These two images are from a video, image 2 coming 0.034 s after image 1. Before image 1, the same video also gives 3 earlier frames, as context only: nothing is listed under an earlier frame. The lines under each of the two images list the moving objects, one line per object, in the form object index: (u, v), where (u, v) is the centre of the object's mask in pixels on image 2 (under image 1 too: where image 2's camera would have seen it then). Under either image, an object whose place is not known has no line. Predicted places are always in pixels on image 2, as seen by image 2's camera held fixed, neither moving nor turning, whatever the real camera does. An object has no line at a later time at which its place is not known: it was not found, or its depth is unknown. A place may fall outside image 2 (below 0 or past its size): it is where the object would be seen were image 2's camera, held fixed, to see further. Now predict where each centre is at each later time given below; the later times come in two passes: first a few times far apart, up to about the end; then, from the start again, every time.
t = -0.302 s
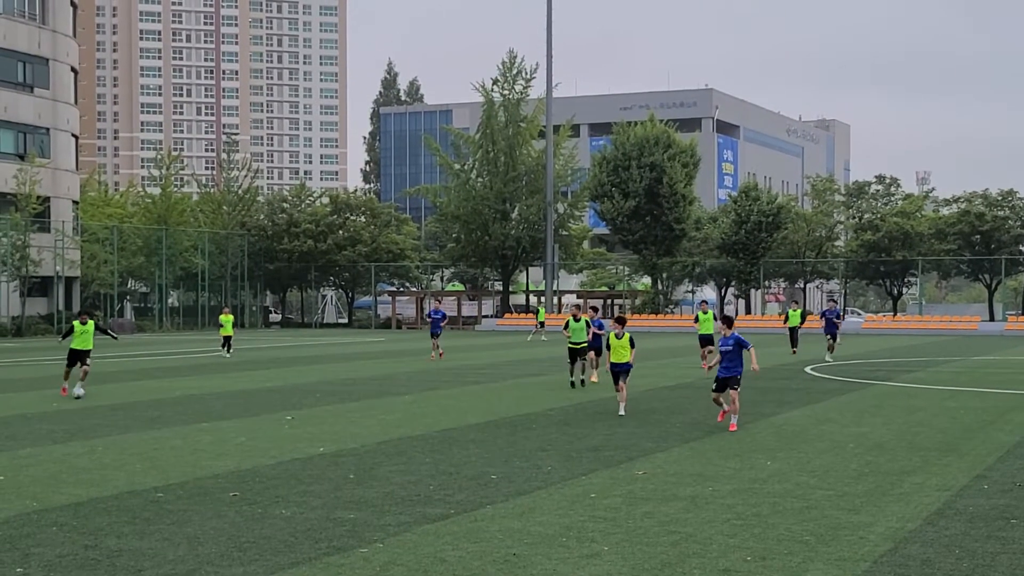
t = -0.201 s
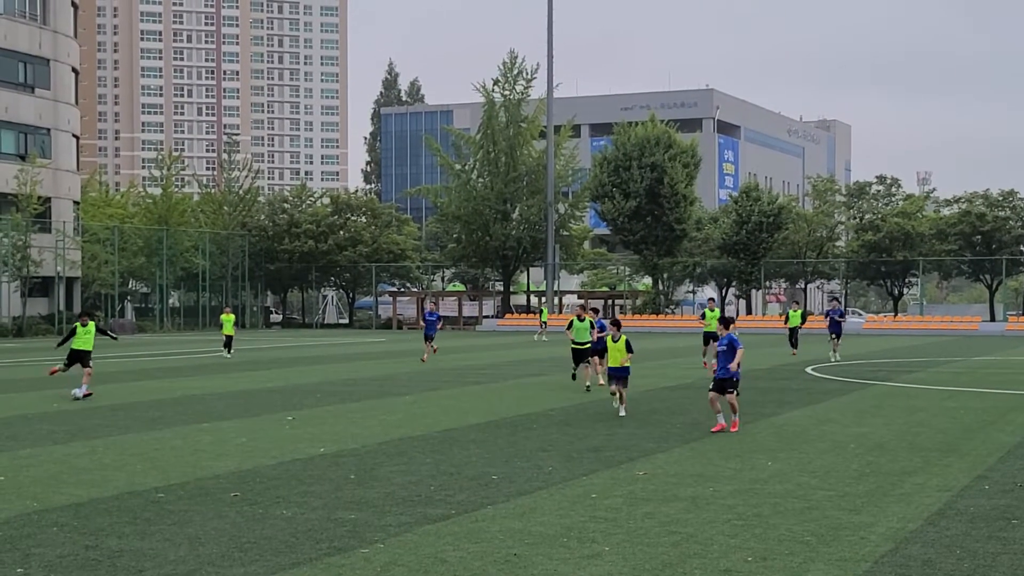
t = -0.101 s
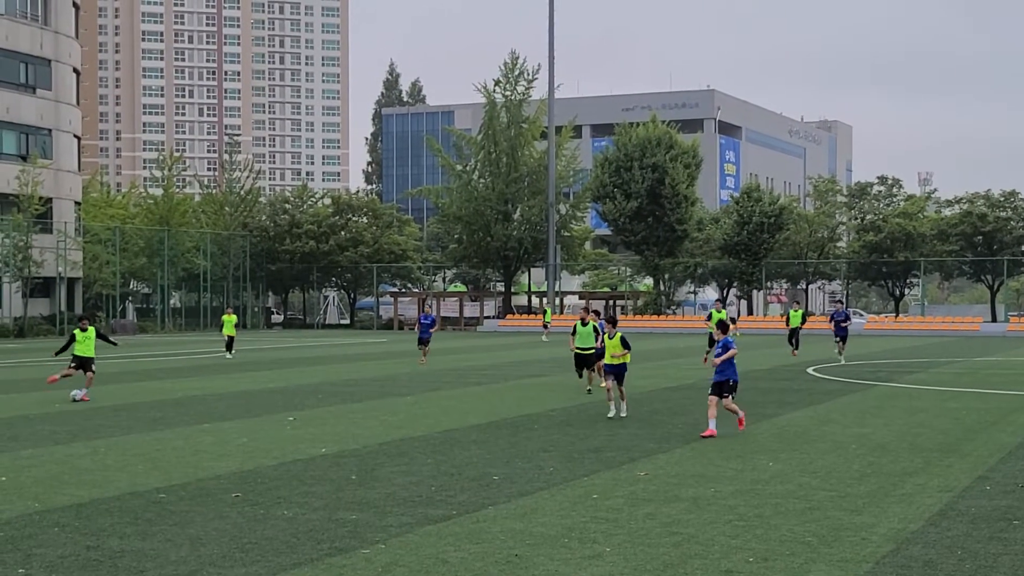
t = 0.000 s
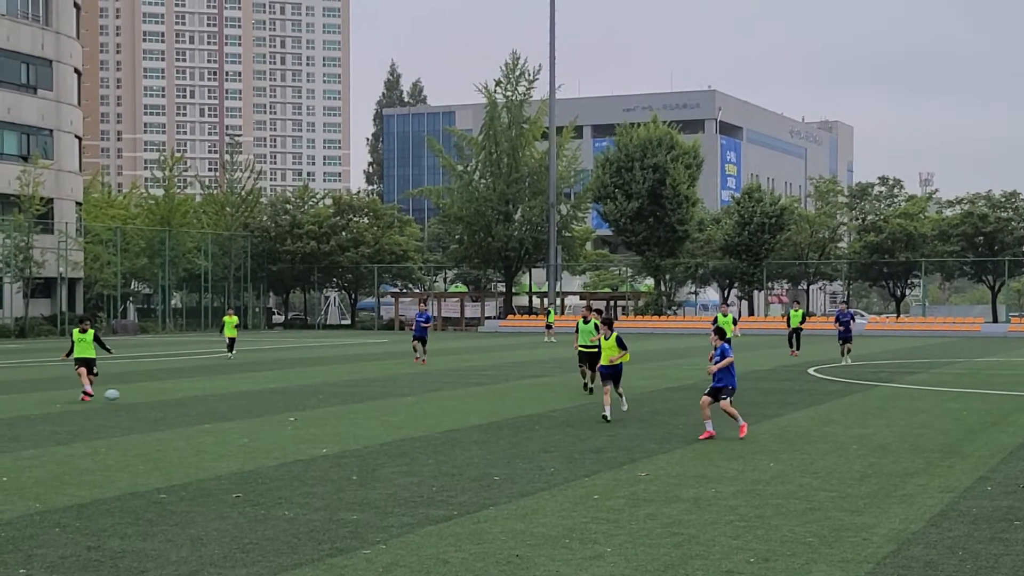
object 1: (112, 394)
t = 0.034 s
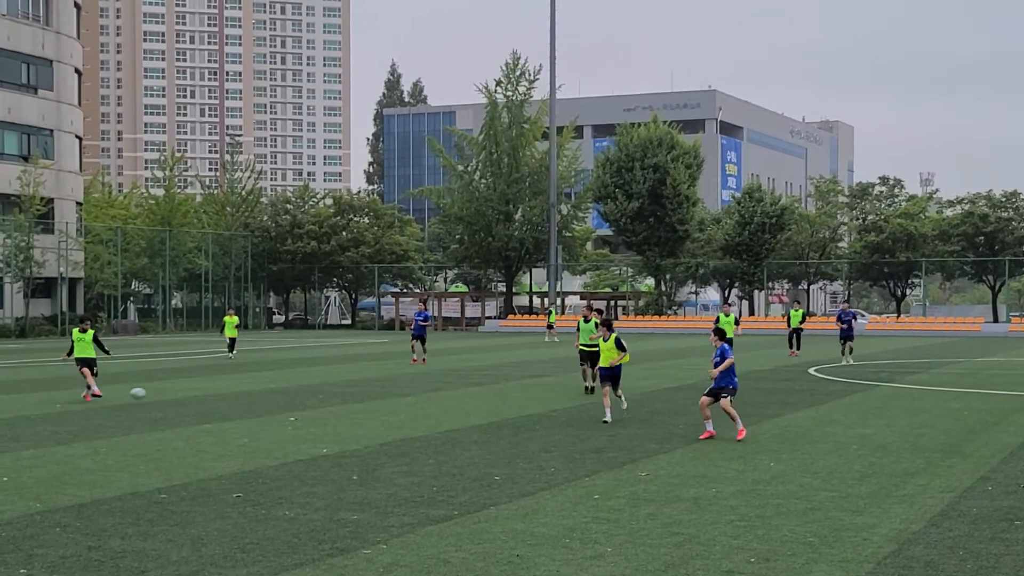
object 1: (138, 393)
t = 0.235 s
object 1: (295, 399)
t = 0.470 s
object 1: (480, 403)
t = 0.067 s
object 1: (163, 392)
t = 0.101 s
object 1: (189, 392)
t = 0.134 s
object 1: (215, 393)
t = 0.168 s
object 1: (242, 394)
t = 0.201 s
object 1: (269, 396)
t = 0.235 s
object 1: (295, 399)
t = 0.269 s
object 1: (323, 403)
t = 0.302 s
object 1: (350, 403)
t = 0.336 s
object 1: (375, 402)
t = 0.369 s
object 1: (401, 400)
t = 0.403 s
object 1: (426, 400)
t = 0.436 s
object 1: (454, 402)
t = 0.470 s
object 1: (480, 403)
